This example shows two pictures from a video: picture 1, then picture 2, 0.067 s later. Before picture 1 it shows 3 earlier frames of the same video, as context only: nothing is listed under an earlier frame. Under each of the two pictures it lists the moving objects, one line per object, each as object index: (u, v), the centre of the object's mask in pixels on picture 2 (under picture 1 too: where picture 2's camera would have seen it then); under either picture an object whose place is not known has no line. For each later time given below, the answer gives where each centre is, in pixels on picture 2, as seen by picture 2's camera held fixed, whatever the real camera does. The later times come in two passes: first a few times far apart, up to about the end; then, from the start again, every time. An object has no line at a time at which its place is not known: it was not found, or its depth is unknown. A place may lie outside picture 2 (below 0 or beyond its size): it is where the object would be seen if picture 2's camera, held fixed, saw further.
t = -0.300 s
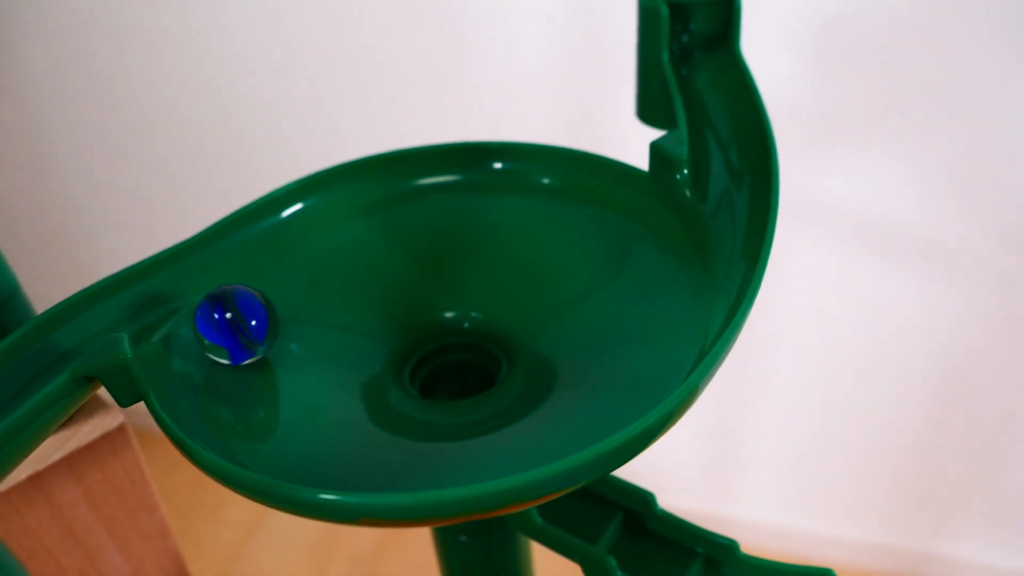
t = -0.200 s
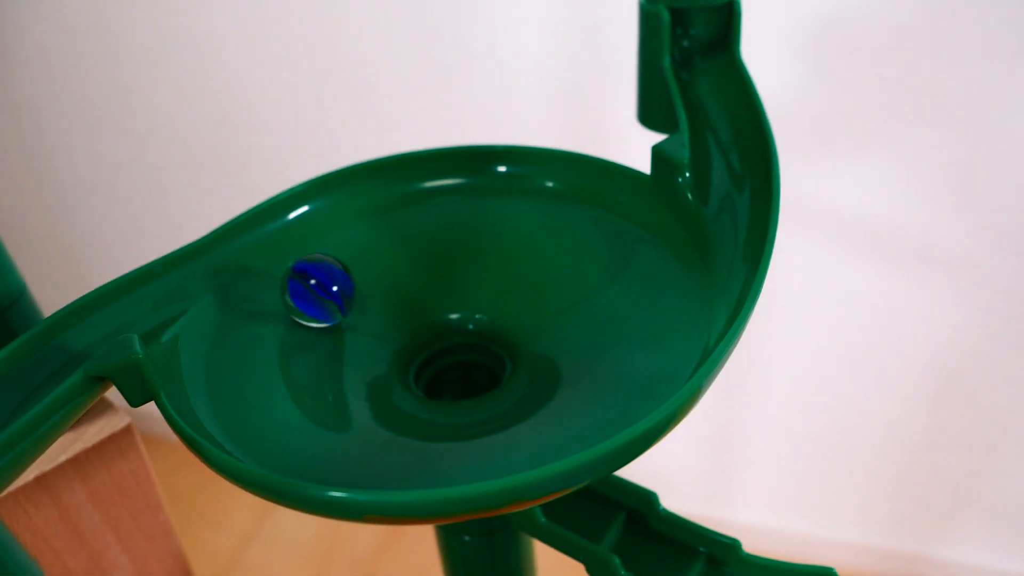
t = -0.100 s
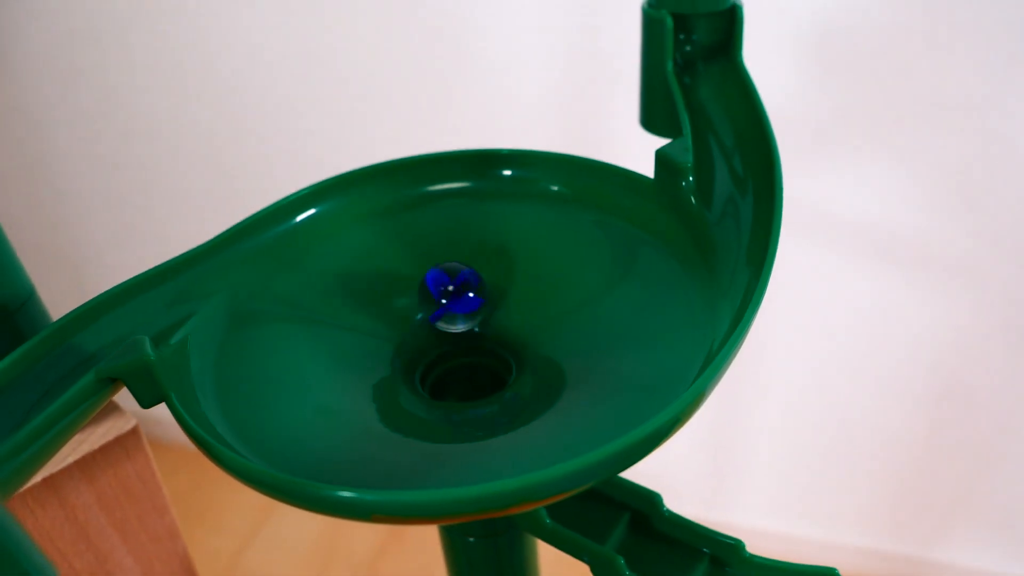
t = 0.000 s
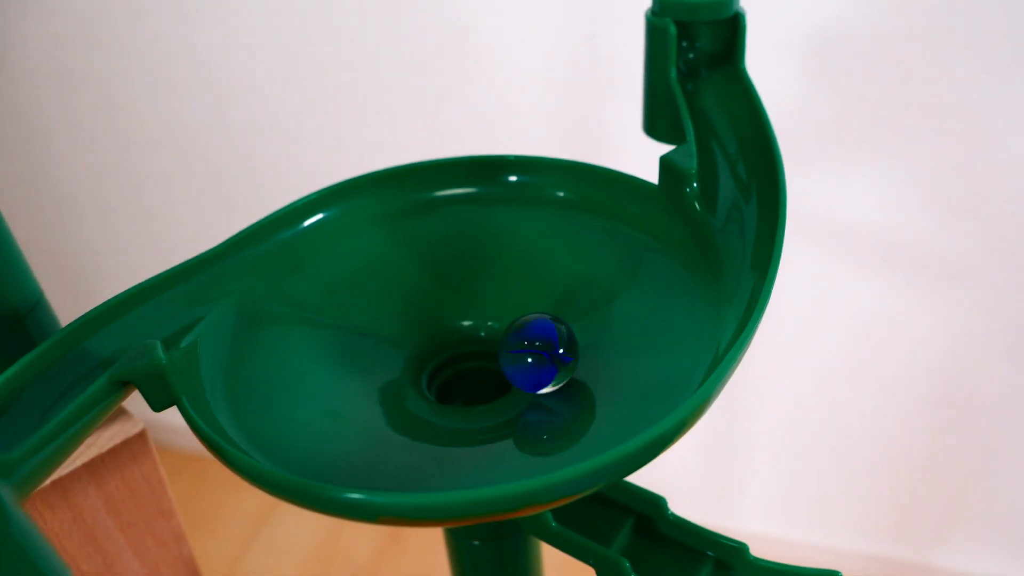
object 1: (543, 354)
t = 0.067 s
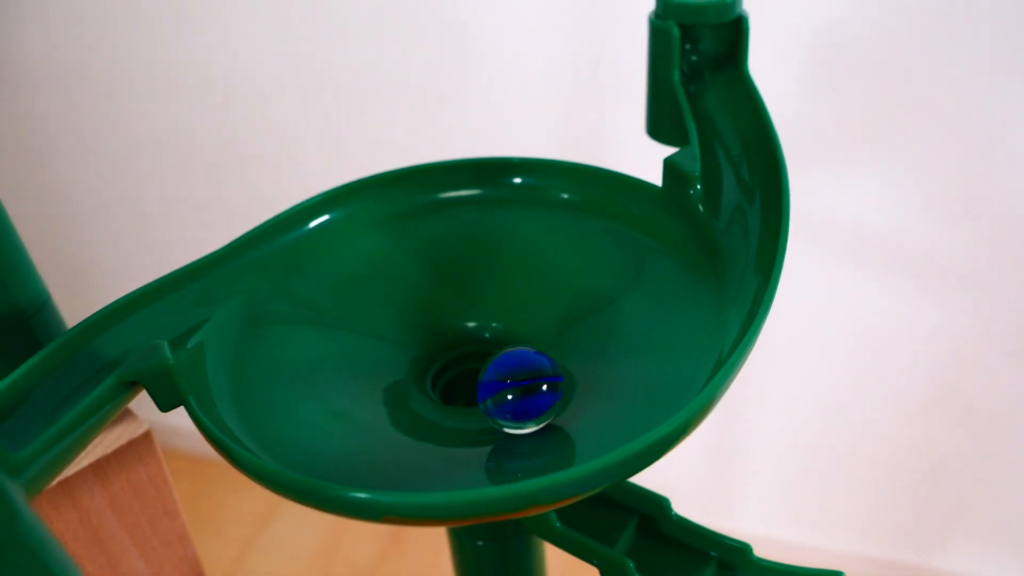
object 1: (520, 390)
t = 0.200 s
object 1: (398, 406)
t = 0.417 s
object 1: (372, 292)
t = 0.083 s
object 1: (508, 396)
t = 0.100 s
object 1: (493, 402)
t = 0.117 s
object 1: (478, 406)
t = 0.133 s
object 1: (463, 410)
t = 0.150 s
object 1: (447, 411)
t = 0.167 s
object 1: (430, 411)
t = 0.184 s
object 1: (414, 409)
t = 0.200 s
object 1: (398, 406)
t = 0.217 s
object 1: (383, 401)
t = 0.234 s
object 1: (370, 394)
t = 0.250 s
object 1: (359, 386)
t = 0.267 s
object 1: (350, 377)
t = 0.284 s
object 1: (344, 368)
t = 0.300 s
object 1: (339, 359)
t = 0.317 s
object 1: (337, 348)
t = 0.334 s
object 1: (337, 338)
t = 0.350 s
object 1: (340, 328)
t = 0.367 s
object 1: (345, 317)
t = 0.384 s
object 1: (352, 308)
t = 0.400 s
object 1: (360, 299)
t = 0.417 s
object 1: (372, 292)
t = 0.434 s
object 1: (385, 286)
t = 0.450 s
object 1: (399, 281)
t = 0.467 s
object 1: (414, 278)
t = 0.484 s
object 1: (431, 277)
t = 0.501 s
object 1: (447, 278)
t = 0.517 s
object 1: (464, 280)
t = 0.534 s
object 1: (480, 285)
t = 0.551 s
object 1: (496, 293)
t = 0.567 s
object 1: (510, 303)
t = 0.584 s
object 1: (521, 314)
